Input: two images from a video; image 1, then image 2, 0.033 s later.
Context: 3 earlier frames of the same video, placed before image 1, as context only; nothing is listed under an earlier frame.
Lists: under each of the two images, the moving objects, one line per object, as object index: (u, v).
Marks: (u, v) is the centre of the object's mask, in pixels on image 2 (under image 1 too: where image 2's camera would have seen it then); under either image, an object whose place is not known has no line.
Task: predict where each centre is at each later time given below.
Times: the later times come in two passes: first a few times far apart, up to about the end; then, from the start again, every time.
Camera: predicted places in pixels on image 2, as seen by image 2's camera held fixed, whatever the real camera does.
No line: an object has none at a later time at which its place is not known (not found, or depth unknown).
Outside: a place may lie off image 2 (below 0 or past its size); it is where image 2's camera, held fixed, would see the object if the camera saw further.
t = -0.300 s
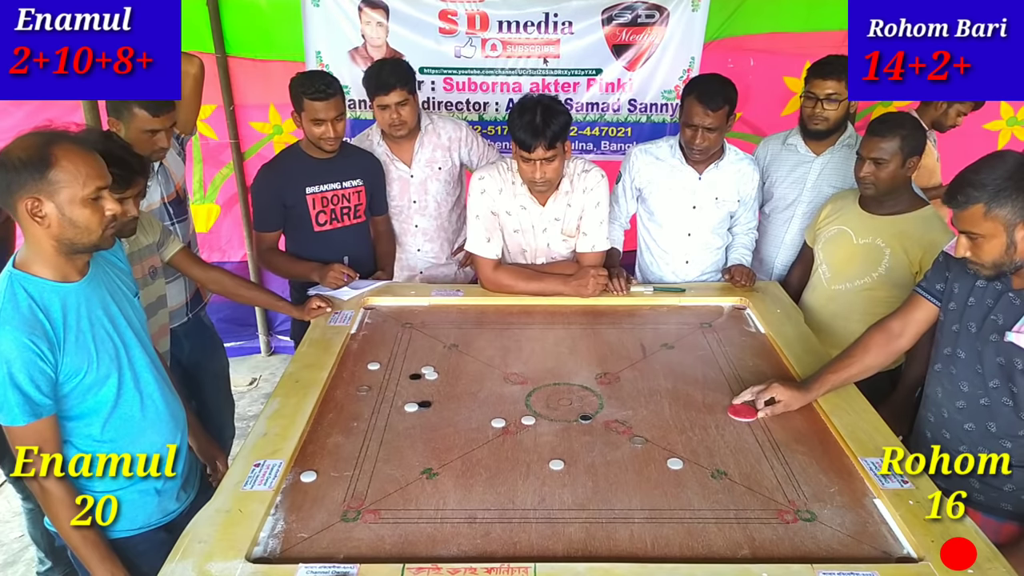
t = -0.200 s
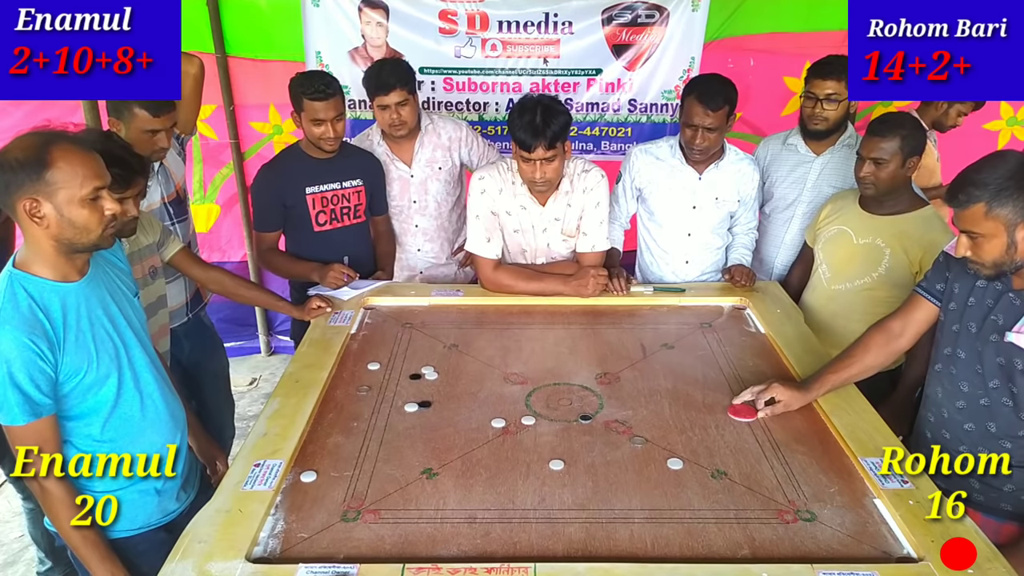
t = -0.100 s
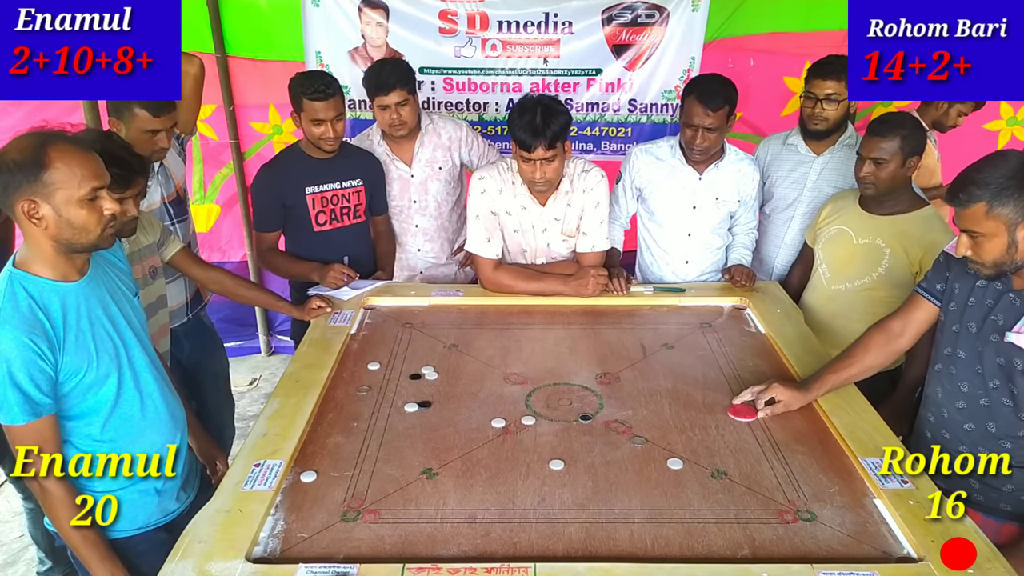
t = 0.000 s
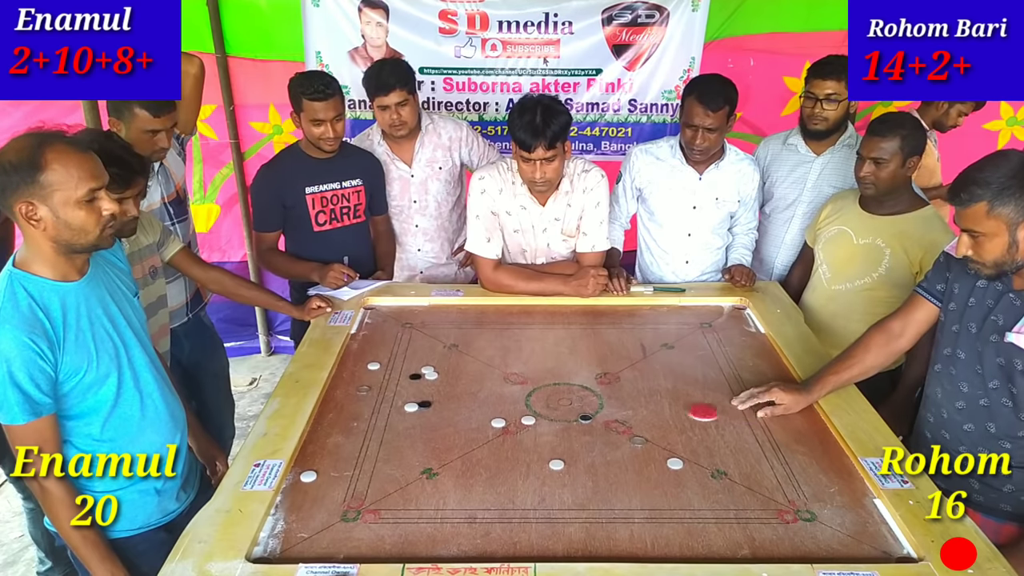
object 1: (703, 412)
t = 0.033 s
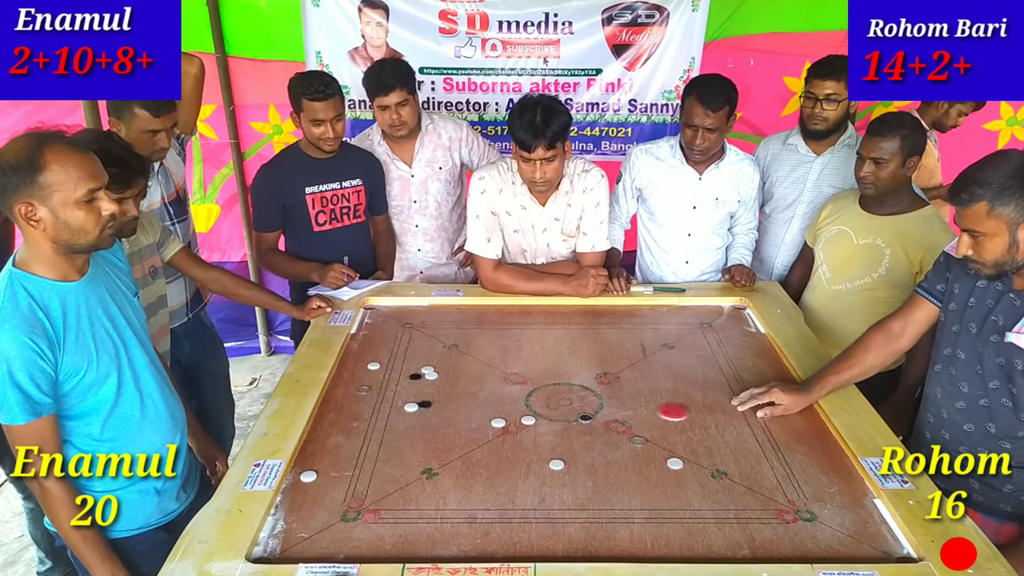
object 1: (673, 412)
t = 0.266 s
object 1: (506, 401)
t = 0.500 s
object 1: (389, 388)
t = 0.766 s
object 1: (360, 377)
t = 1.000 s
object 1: (380, 375)
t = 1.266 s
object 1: (381, 375)
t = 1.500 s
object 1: (381, 375)
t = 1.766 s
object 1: (381, 375)
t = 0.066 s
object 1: (644, 411)
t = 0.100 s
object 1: (615, 410)
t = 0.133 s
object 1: (590, 409)
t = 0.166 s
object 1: (567, 407)
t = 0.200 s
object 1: (546, 405)
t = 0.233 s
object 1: (526, 404)
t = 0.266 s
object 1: (506, 401)
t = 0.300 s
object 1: (487, 399)
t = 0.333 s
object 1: (469, 397)
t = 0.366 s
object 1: (452, 395)
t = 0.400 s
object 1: (435, 393)
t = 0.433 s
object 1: (419, 392)
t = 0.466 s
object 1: (404, 390)
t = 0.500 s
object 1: (389, 388)
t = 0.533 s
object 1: (377, 386)
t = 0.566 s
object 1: (368, 385)
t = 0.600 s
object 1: (359, 383)
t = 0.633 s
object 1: (351, 381)
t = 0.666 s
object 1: (343, 380)
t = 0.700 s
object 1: (349, 379)
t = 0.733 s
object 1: (354, 378)
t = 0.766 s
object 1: (360, 377)
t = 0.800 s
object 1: (363, 377)
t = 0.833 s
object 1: (367, 377)
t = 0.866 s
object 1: (370, 376)
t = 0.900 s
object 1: (373, 376)
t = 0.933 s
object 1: (376, 375)
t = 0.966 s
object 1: (378, 375)
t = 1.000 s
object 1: (380, 375)
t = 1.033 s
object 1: (380, 375)
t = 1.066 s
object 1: (381, 375)
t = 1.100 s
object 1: (381, 375)
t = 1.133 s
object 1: (381, 375)
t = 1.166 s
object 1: (381, 375)
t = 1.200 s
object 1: (381, 375)
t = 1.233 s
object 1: (381, 375)
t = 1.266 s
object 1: (381, 375)
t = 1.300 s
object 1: (381, 375)
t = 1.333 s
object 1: (381, 375)
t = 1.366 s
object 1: (381, 375)
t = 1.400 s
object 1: (381, 375)
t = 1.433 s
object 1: (381, 375)
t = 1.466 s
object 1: (381, 375)
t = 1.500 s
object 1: (381, 375)
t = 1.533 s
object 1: (381, 375)
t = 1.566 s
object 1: (381, 375)
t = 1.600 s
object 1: (381, 375)
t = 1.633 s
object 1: (381, 375)
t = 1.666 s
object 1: (381, 375)
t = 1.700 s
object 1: (381, 375)
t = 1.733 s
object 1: (381, 375)
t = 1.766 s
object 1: (381, 375)
